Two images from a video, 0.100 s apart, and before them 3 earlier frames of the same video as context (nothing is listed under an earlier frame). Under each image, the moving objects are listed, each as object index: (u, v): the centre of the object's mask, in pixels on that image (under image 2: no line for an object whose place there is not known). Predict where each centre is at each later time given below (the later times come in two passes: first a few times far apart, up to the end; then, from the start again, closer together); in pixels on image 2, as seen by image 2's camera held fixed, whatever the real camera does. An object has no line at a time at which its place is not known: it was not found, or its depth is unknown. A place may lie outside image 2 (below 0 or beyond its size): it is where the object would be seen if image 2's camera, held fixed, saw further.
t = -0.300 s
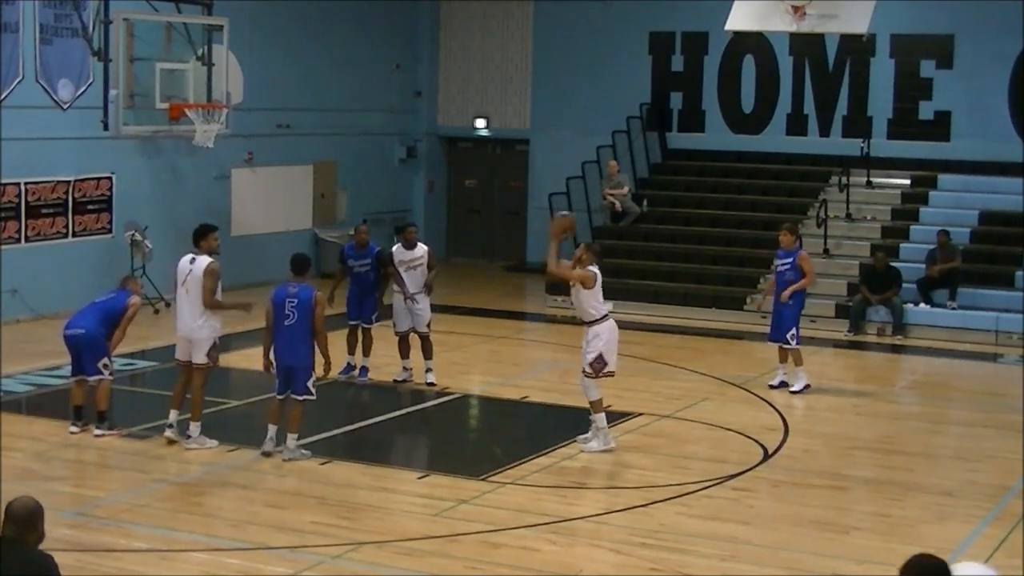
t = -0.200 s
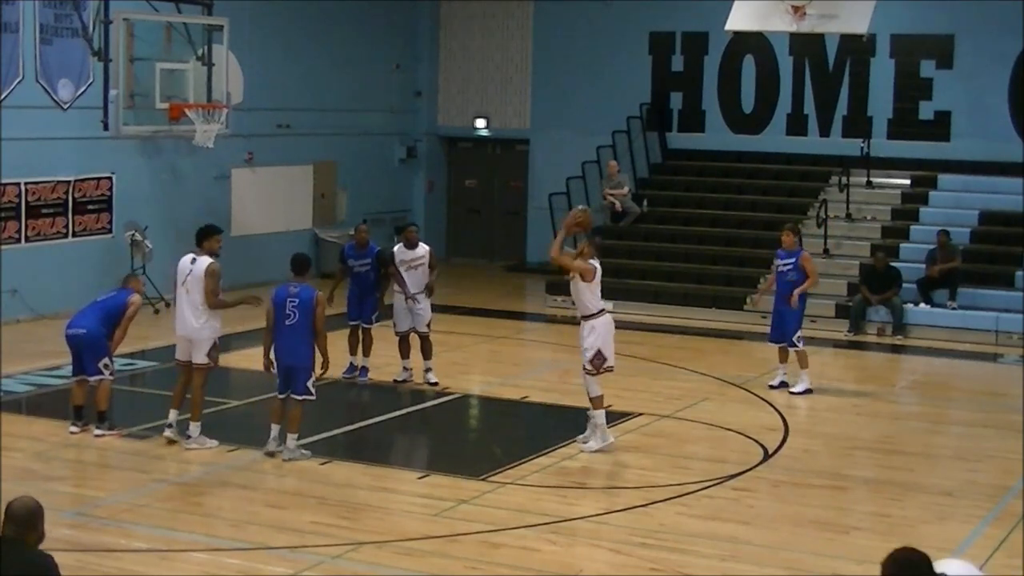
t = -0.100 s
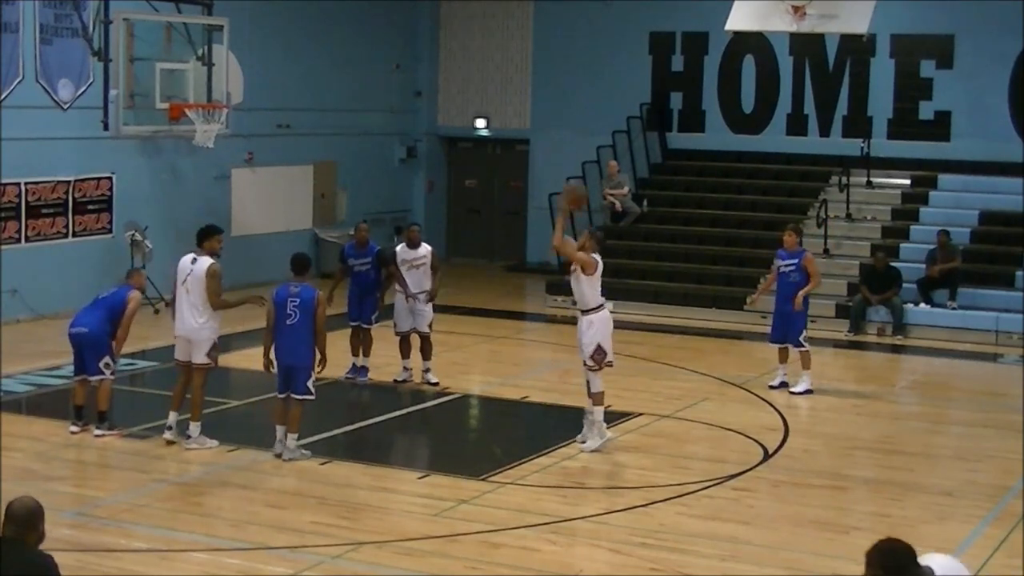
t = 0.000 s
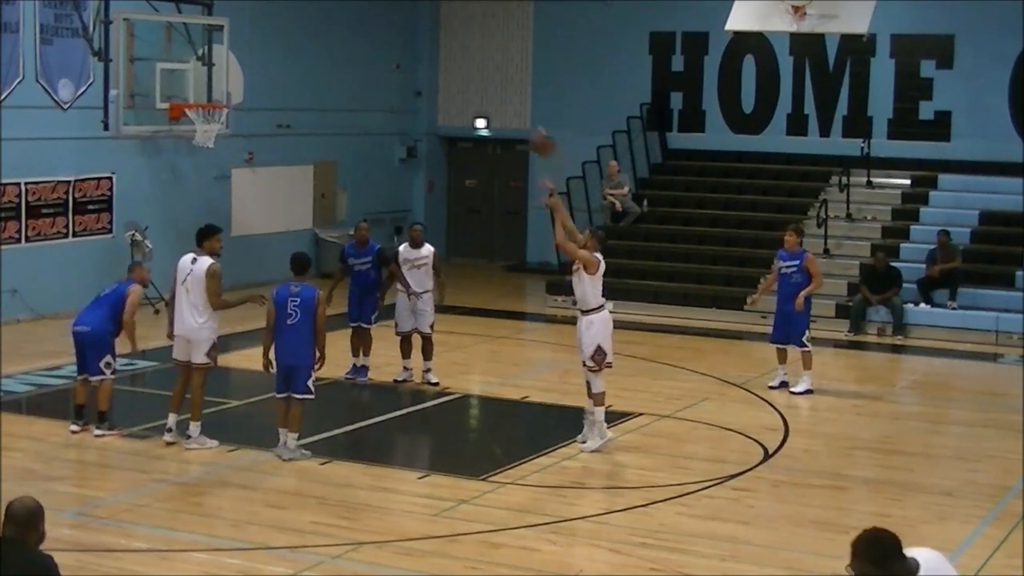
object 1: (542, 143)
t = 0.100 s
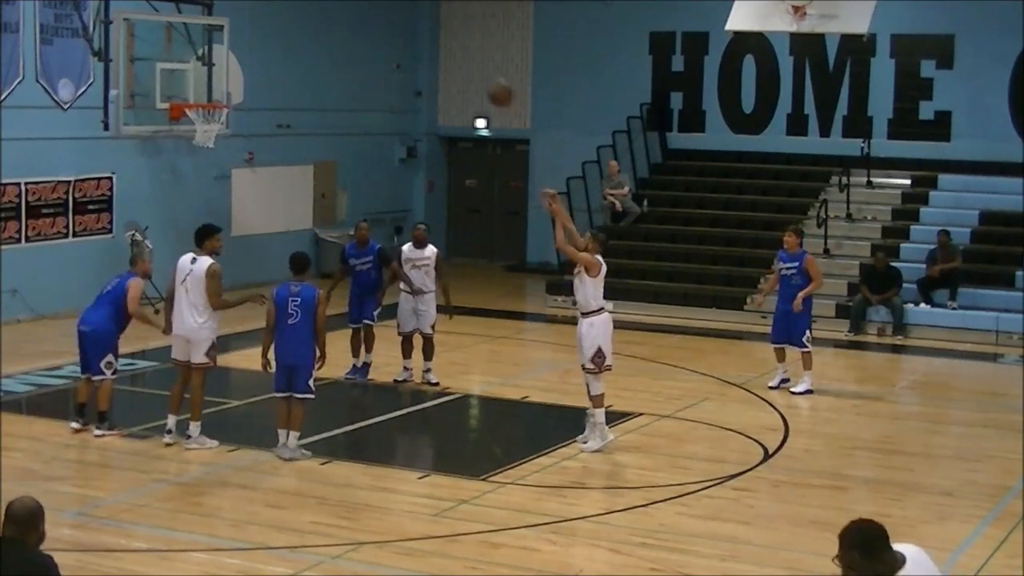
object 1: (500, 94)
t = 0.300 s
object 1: (421, 29)
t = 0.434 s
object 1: (371, 11)
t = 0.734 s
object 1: (260, 37)
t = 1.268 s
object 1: (242, 105)
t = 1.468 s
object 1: (286, 151)
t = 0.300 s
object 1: (421, 29)
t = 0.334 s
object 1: (409, 23)
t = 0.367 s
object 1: (397, 19)
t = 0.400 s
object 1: (383, 14)
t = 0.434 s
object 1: (371, 11)
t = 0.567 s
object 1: (320, 11)
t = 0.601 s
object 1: (307, 14)
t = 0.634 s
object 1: (296, 18)
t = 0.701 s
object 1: (271, 29)
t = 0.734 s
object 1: (260, 37)
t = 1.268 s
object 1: (242, 105)
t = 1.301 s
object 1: (249, 109)
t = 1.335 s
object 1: (256, 116)
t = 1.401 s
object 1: (271, 132)
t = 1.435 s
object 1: (278, 141)
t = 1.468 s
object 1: (286, 151)
